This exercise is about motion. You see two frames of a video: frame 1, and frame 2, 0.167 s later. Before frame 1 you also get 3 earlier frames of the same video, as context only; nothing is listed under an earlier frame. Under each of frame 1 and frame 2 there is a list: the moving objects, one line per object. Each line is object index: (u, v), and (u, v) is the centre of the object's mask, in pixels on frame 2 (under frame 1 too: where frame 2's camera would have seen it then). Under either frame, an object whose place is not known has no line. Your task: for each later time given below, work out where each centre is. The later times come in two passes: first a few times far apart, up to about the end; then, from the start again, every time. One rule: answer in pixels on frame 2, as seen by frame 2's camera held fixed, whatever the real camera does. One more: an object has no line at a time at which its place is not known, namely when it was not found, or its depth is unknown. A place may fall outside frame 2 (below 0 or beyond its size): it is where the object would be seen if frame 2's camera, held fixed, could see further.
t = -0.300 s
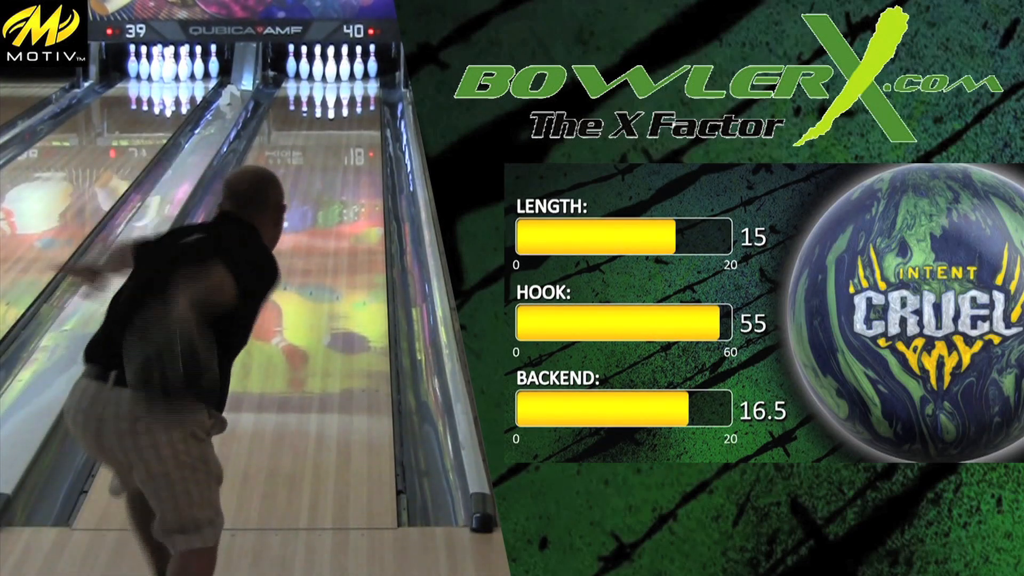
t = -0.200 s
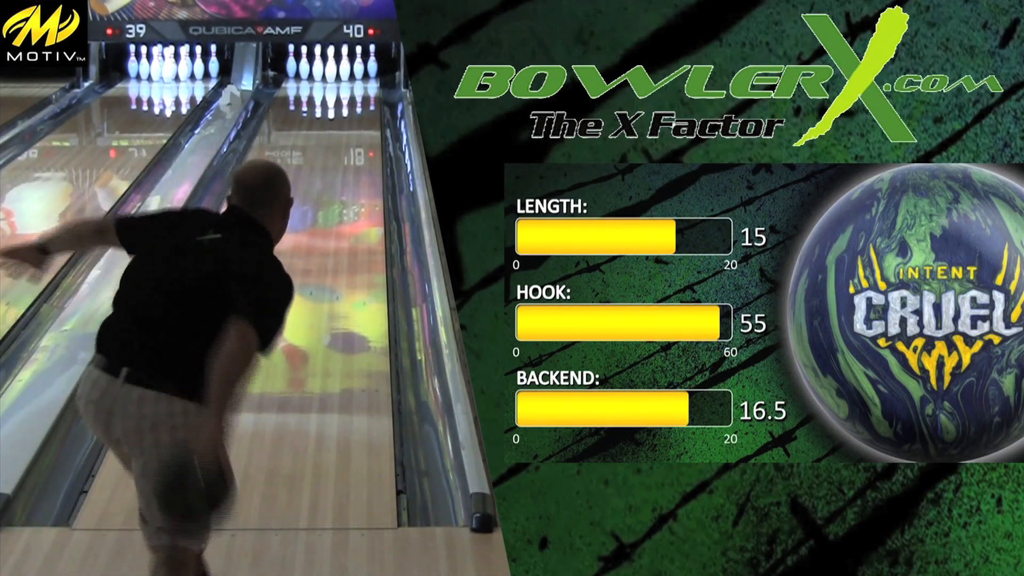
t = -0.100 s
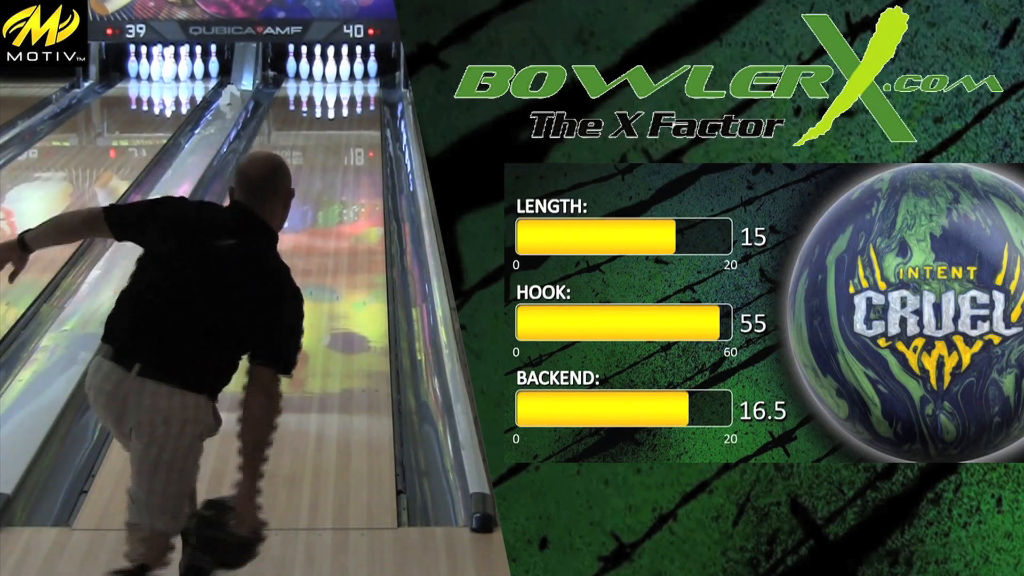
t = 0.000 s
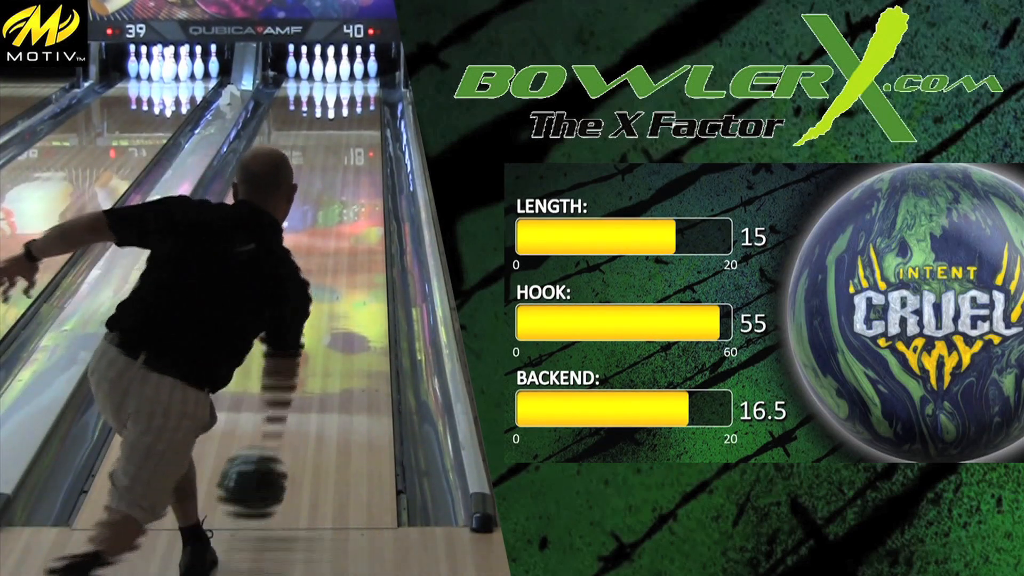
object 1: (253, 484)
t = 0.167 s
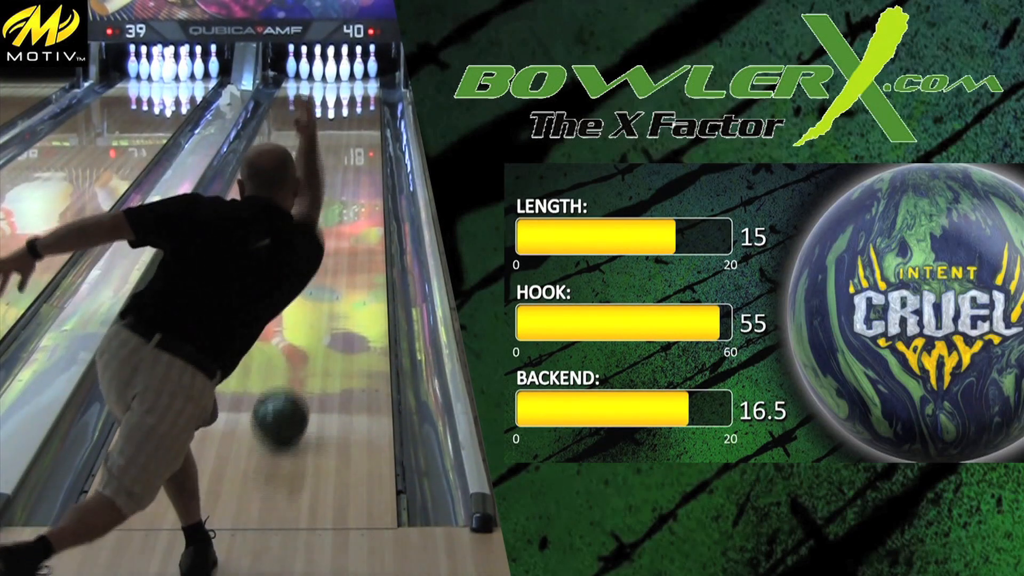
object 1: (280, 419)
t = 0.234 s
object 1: (289, 389)
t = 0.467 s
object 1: (313, 310)
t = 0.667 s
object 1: (335, 256)
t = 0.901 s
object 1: (341, 213)
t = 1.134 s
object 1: (351, 178)
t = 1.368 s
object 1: (358, 151)
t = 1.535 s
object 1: (360, 135)
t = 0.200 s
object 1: (285, 404)
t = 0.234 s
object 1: (289, 389)
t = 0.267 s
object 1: (293, 376)
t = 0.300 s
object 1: (297, 364)
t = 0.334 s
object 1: (301, 352)
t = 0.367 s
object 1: (304, 341)
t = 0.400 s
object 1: (307, 330)
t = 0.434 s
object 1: (310, 319)
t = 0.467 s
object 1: (313, 310)
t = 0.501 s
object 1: (316, 301)
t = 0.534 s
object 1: (320, 293)
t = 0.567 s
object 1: (324, 288)
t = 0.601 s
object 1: (327, 287)
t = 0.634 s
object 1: (336, 262)
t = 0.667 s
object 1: (335, 256)
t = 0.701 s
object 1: (334, 250)
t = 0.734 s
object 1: (334, 244)
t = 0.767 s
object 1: (335, 238)
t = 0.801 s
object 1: (336, 231)
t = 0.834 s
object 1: (341, 227)
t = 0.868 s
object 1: (340, 219)
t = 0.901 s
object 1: (341, 213)
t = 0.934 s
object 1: (343, 207)
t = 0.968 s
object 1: (344, 202)
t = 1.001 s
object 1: (346, 197)
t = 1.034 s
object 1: (346, 192)
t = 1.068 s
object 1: (348, 187)
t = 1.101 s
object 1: (349, 182)
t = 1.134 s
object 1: (351, 178)
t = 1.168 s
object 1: (352, 174)
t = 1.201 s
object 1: (353, 170)
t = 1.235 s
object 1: (354, 166)
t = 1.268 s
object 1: (355, 162)
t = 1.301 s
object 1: (356, 158)
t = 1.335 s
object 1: (357, 155)
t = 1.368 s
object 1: (358, 151)
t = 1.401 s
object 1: (358, 148)
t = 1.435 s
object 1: (359, 145)
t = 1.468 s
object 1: (359, 142)
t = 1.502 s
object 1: (360, 139)
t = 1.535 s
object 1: (360, 135)
